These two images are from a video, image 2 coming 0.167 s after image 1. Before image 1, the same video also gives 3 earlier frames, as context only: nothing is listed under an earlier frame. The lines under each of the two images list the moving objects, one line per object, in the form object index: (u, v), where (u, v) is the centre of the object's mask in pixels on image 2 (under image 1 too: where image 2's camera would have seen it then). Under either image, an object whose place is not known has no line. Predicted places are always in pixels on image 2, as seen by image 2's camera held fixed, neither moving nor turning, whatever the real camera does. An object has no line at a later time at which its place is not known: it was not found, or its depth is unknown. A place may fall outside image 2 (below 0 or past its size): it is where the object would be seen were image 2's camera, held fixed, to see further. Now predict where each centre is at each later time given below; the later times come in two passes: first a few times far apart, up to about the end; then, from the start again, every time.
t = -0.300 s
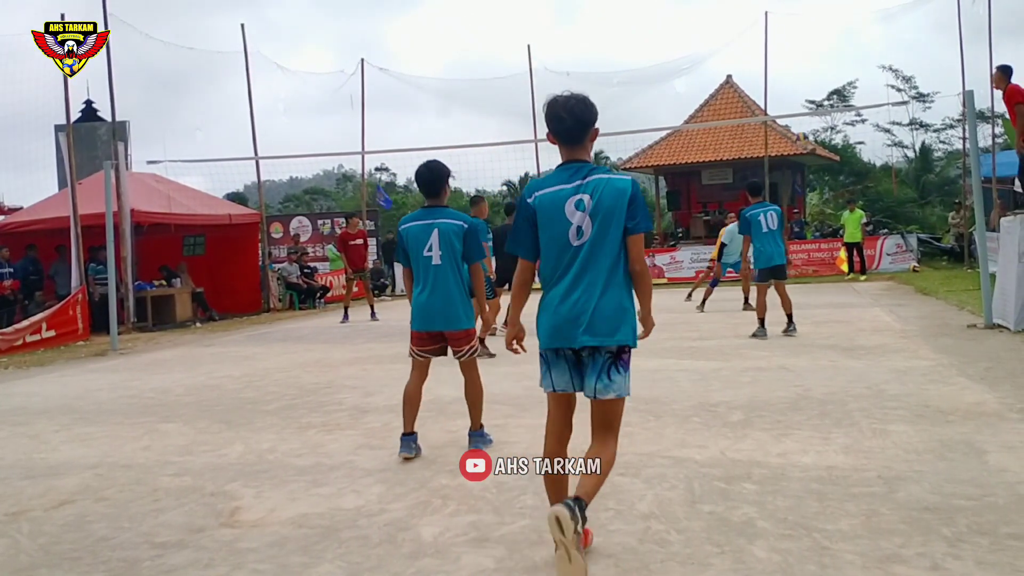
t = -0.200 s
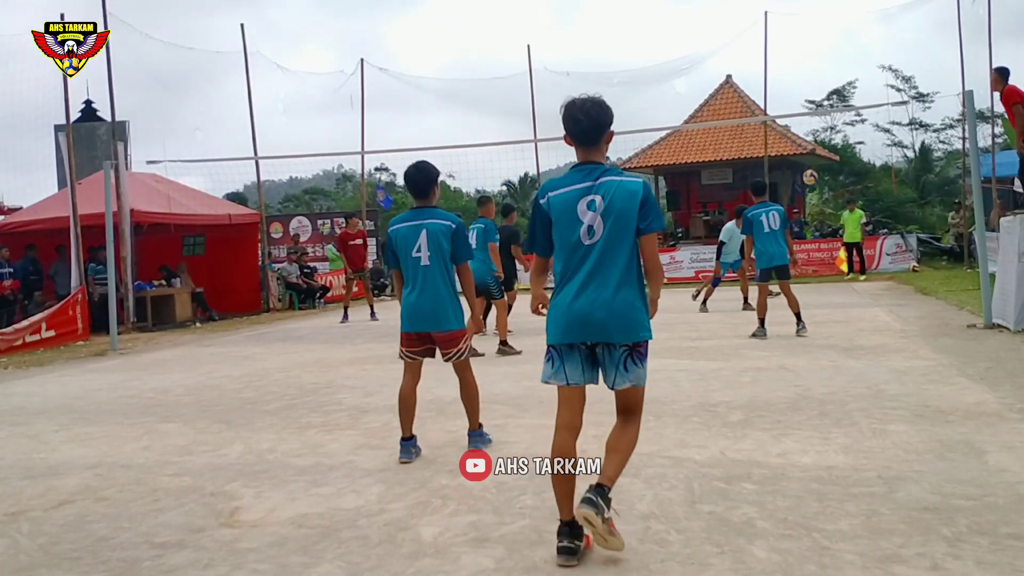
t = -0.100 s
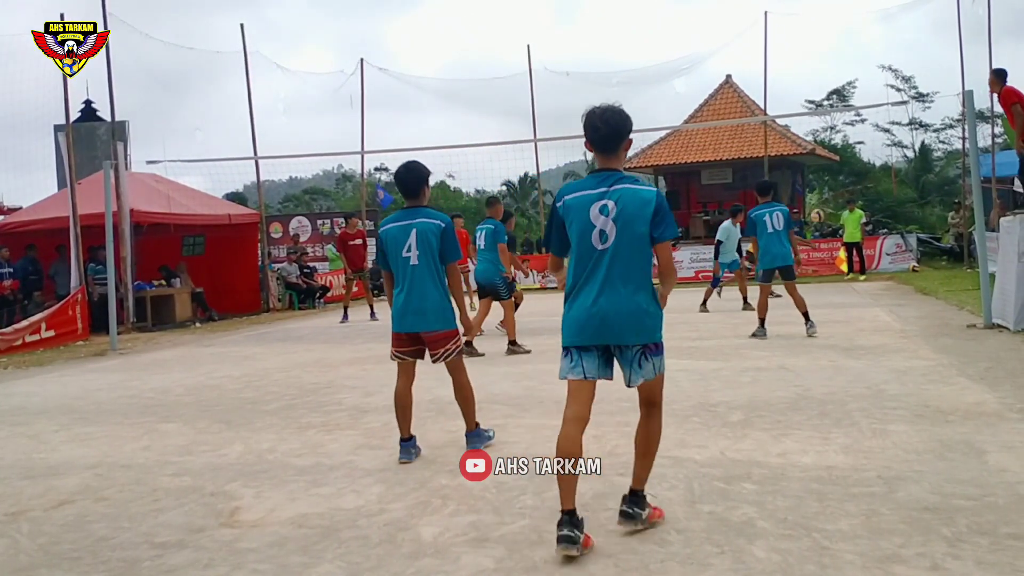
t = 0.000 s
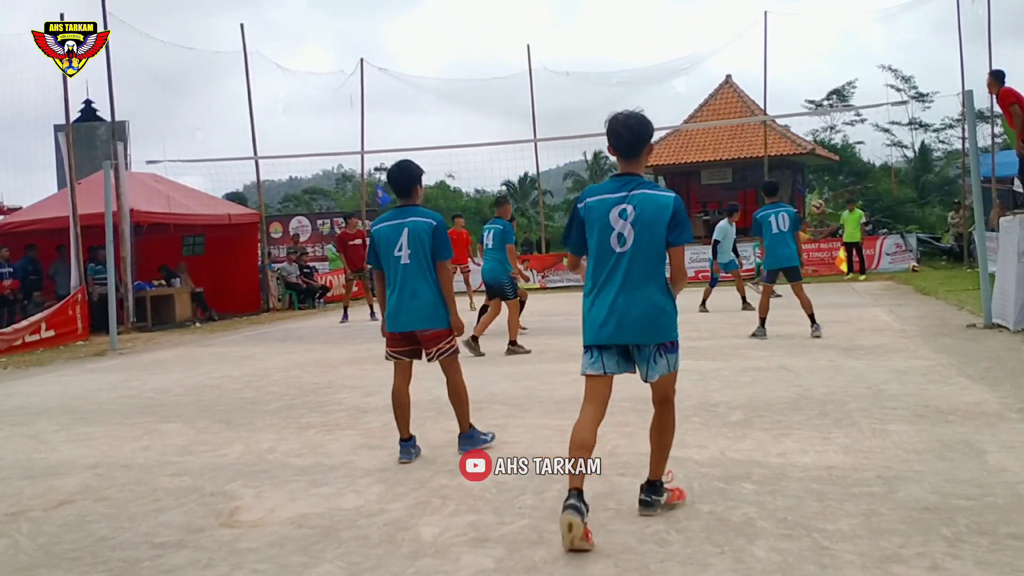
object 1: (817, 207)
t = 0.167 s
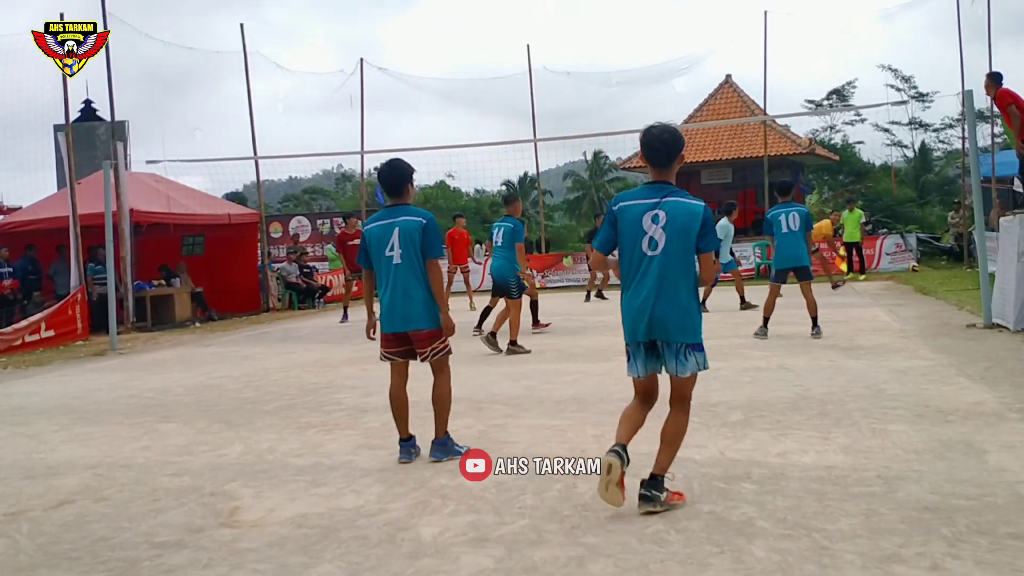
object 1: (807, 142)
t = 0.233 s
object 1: (805, 121)
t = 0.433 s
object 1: (793, 70)
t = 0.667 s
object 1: (780, 42)
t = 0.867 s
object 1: (769, 45)
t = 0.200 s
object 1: (806, 131)
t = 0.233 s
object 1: (805, 121)
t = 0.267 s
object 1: (802, 108)
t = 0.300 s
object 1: (801, 101)
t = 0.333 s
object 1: (799, 92)
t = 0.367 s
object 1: (797, 84)
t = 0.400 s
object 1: (795, 77)
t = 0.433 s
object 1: (793, 70)
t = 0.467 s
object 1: (791, 64)
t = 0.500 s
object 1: (790, 58)
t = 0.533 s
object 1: (788, 53)
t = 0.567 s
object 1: (786, 49)
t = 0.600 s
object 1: (784, 46)
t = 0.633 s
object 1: (782, 43)
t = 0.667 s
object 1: (780, 42)
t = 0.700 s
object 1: (778, 40)
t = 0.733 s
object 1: (777, 40)
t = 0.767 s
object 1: (775, 40)
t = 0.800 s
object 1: (773, 41)
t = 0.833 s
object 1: (771, 43)
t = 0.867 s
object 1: (769, 45)
